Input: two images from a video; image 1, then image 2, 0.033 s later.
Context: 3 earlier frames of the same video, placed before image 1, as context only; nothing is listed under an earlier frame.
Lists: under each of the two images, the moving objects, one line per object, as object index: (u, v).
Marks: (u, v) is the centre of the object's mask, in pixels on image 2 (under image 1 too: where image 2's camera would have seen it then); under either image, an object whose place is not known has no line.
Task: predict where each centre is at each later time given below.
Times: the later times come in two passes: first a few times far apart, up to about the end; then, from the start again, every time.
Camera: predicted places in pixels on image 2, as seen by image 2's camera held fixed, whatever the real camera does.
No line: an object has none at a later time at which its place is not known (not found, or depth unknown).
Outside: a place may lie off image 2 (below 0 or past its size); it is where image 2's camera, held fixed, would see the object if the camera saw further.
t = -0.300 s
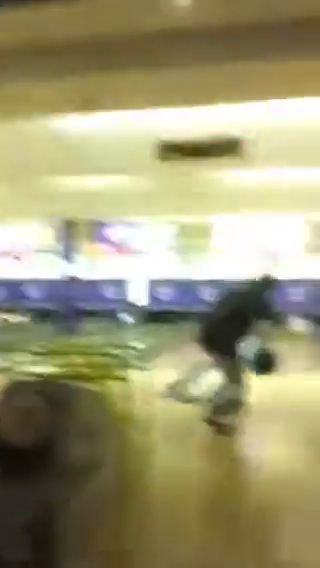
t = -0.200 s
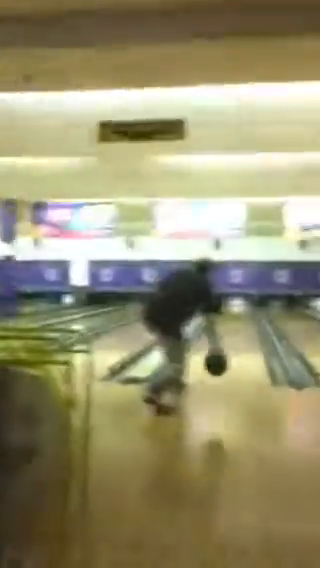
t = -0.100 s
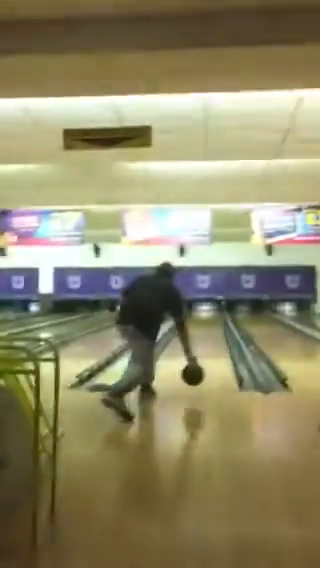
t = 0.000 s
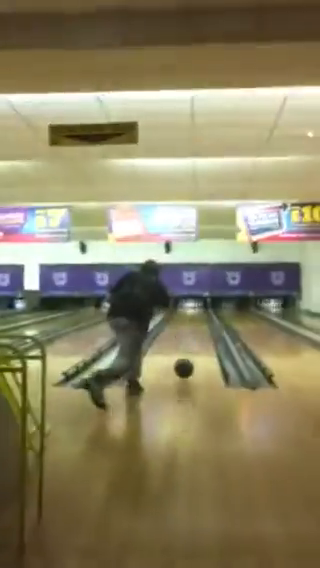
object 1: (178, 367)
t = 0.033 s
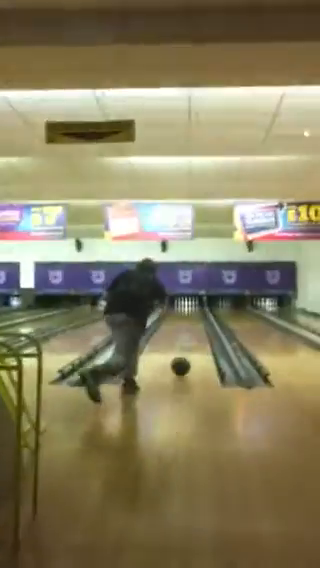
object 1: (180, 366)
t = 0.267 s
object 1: (186, 349)
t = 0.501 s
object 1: (186, 339)
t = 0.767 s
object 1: (190, 330)
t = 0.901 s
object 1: (192, 327)
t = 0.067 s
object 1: (182, 362)
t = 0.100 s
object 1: (183, 360)
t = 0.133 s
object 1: (184, 358)
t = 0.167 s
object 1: (185, 356)
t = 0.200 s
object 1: (186, 354)
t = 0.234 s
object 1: (186, 351)
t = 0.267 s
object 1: (186, 349)
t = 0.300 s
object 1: (186, 347)
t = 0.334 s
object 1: (185, 347)
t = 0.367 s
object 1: (185, 344)
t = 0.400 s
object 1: (186, 343)
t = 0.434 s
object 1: (186, 342)
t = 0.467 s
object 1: (185, 342)
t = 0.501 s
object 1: (186, 339)
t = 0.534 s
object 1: (187, 338)
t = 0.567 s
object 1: (187, 336)
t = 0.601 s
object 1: (187, 335)
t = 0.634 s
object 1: (188, 332)
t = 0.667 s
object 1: (188, 332)
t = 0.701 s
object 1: (188, 332)
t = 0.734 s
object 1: (189, 330)
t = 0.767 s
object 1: (190, 330)
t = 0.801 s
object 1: (190, 329)
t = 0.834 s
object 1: (191, 328)
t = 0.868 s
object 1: (192, 327)
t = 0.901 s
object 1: (192, 327)
